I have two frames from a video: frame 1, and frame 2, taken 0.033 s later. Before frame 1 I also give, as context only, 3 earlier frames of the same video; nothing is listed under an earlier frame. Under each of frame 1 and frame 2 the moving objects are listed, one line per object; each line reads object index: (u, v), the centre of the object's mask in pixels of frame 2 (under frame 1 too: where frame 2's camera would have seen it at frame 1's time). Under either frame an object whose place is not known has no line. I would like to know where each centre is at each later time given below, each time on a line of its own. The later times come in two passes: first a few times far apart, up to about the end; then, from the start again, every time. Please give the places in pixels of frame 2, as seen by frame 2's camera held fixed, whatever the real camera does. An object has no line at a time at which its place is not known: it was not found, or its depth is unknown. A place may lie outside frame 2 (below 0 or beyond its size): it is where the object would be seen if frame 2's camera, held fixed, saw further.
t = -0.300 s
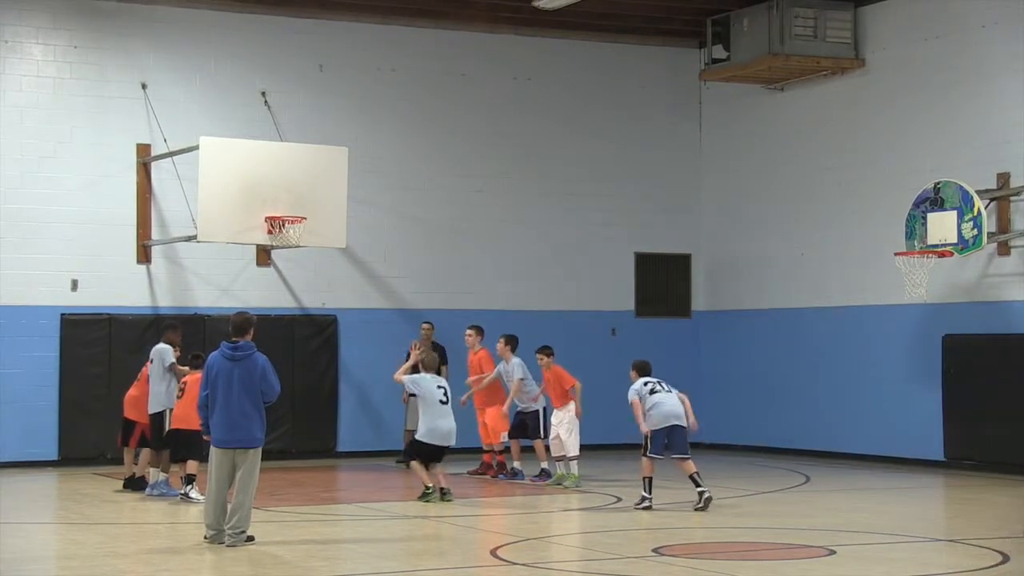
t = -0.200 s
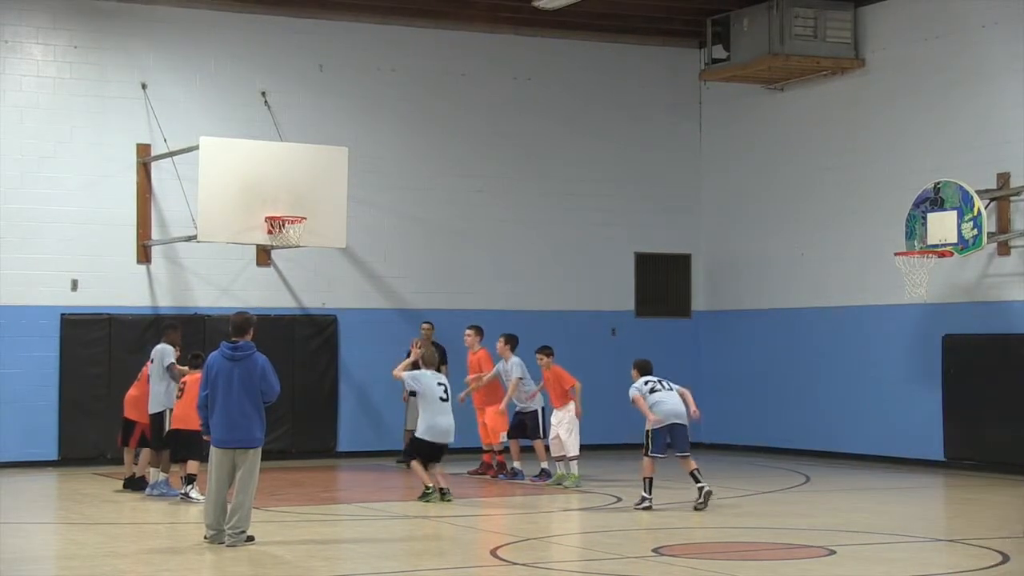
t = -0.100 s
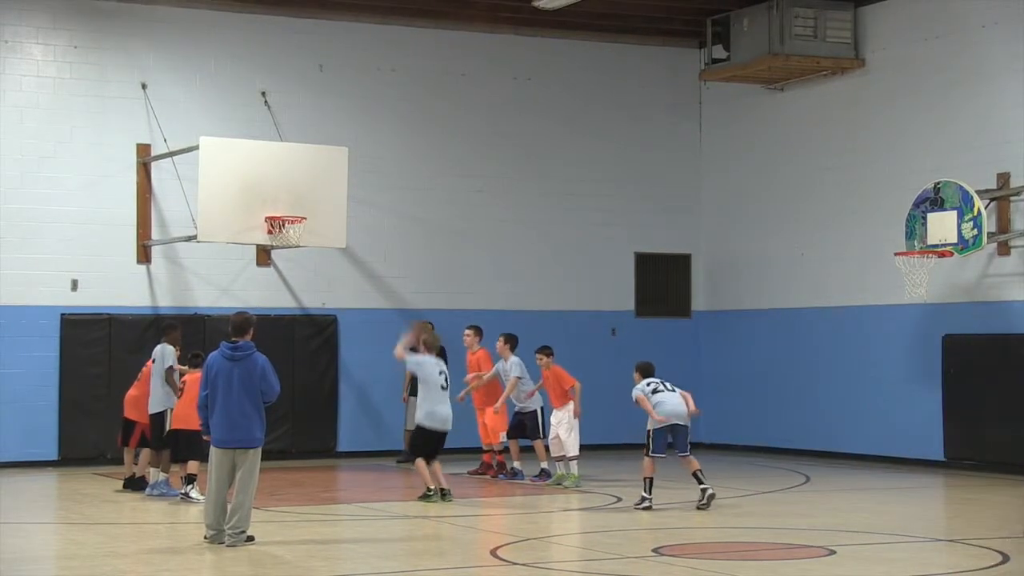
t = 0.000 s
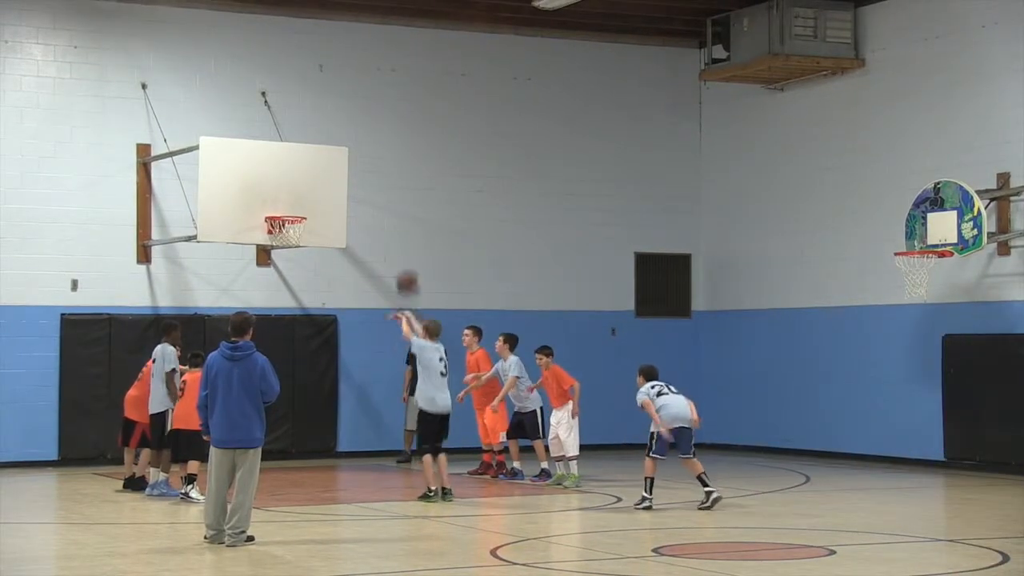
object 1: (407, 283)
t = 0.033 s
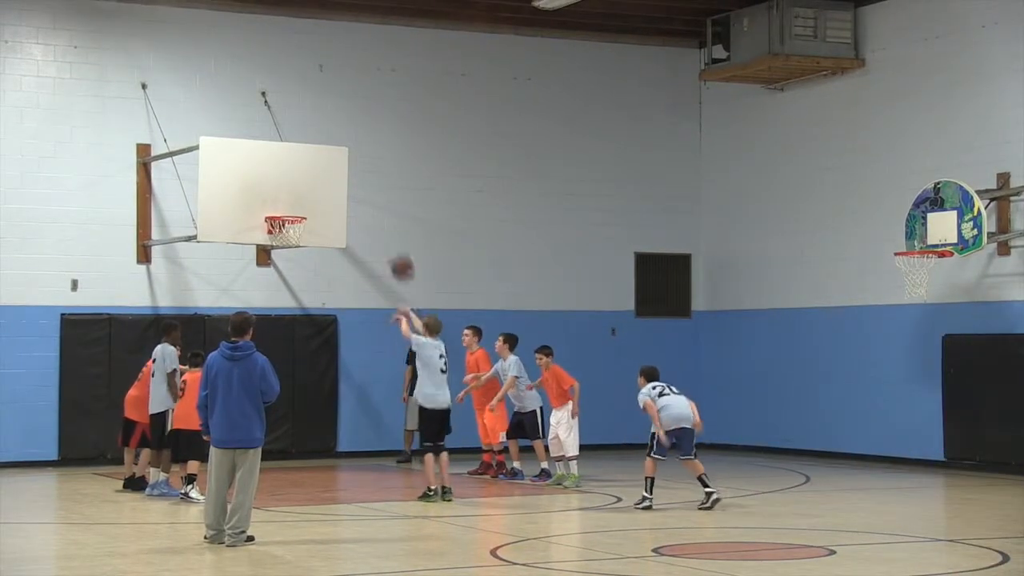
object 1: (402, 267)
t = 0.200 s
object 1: (378, 208)
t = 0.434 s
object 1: (348, 175)
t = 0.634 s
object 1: (325, 184)
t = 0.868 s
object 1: (313, 220)
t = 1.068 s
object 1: (346, 245)
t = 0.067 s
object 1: (397, 252)
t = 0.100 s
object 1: (392, 240)
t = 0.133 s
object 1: (388, 228)
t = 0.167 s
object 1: (383, 217)
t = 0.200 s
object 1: (378, 208)
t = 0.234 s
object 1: (374, 201)
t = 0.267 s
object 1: (369, 194)
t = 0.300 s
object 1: (365, 188)
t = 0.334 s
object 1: (361, 183)
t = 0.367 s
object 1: (356, 179)
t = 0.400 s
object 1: (353, 176)
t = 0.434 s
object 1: (348, 175)
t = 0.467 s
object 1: (344, 174)
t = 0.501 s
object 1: (340, 174)
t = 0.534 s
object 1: (336, 175)
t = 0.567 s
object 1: (332, 177)
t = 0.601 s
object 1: (329, 180)
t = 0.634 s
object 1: (325, 184)
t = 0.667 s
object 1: (321, 189)
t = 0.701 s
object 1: (318, 194)
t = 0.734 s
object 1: (314, 201)
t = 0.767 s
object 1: (311, 207)
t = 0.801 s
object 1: (309, 213)
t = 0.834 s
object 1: (310, 216)
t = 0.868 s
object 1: (313, 220)
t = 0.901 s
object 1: (317, 222)
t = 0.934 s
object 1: (323, 225)
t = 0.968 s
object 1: (328, 228)
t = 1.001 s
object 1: (334, 233)
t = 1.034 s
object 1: (340, 239)
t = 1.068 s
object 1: (346, 245)
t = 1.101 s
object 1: (352, 253)
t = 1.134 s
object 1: (358, 262)
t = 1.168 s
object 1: (364, 272)
